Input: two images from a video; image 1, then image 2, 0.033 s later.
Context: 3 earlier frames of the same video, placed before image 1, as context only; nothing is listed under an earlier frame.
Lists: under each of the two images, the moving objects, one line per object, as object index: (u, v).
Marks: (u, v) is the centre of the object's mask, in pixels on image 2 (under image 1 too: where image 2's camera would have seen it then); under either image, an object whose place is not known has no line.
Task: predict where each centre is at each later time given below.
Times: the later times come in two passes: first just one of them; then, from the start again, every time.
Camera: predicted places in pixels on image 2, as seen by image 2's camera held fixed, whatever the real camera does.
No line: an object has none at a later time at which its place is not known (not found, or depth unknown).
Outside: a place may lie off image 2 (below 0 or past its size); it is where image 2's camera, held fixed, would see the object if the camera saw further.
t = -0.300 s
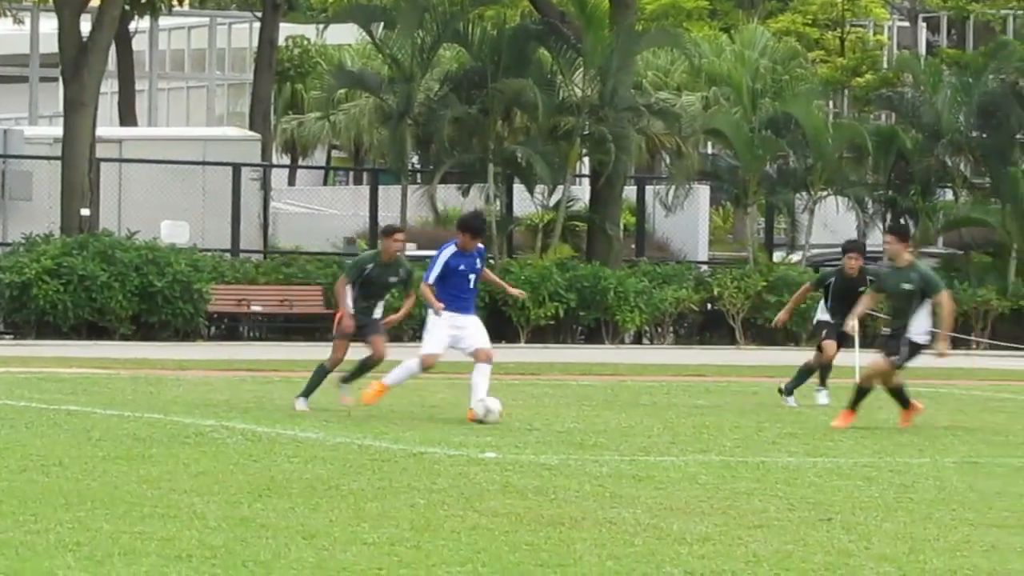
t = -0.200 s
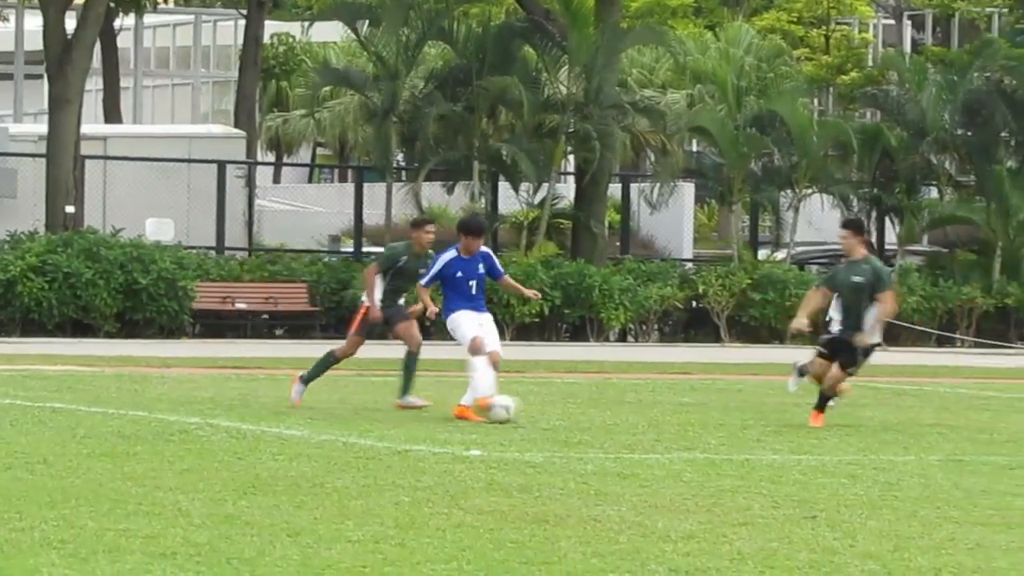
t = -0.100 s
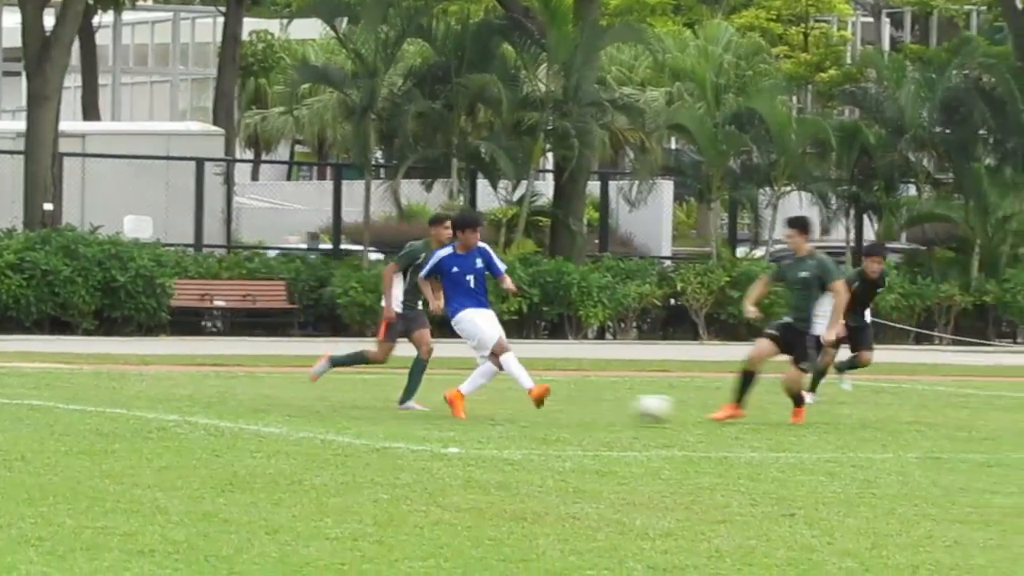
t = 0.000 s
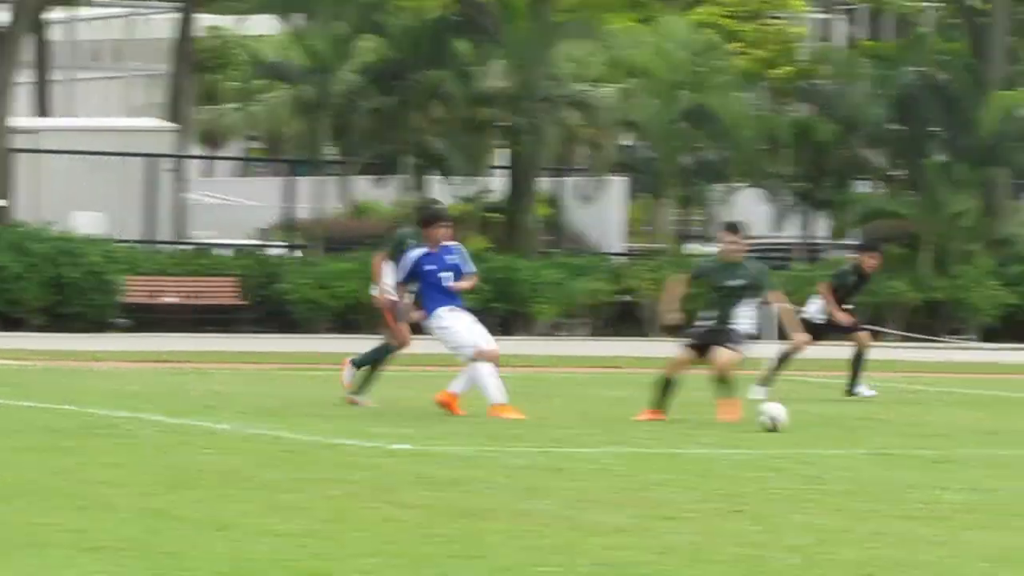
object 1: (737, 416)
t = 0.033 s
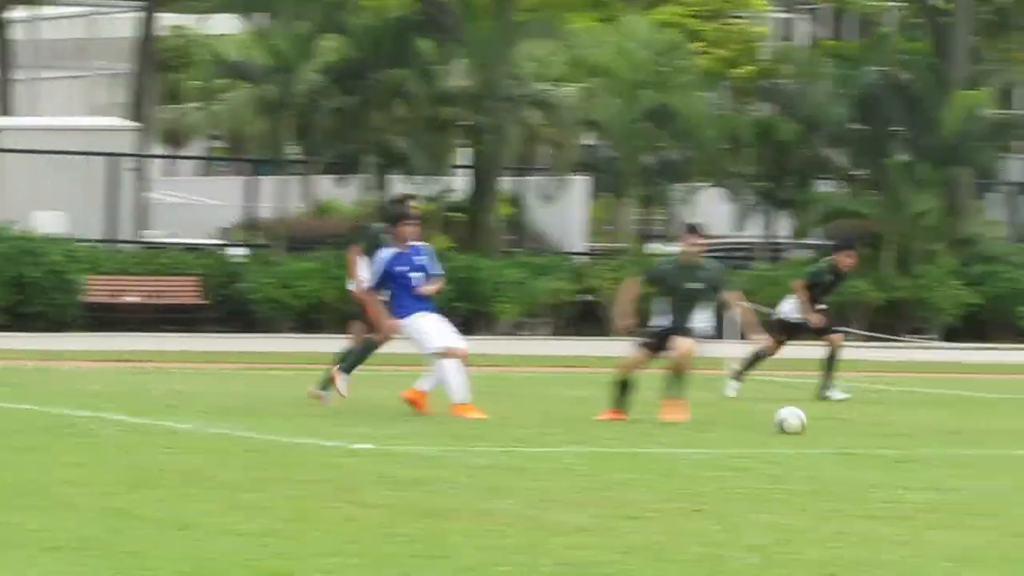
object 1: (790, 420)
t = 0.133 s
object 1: (935, 423)
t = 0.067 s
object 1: (838, 420)
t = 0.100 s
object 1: (886, 421)
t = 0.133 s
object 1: (935, 423)
